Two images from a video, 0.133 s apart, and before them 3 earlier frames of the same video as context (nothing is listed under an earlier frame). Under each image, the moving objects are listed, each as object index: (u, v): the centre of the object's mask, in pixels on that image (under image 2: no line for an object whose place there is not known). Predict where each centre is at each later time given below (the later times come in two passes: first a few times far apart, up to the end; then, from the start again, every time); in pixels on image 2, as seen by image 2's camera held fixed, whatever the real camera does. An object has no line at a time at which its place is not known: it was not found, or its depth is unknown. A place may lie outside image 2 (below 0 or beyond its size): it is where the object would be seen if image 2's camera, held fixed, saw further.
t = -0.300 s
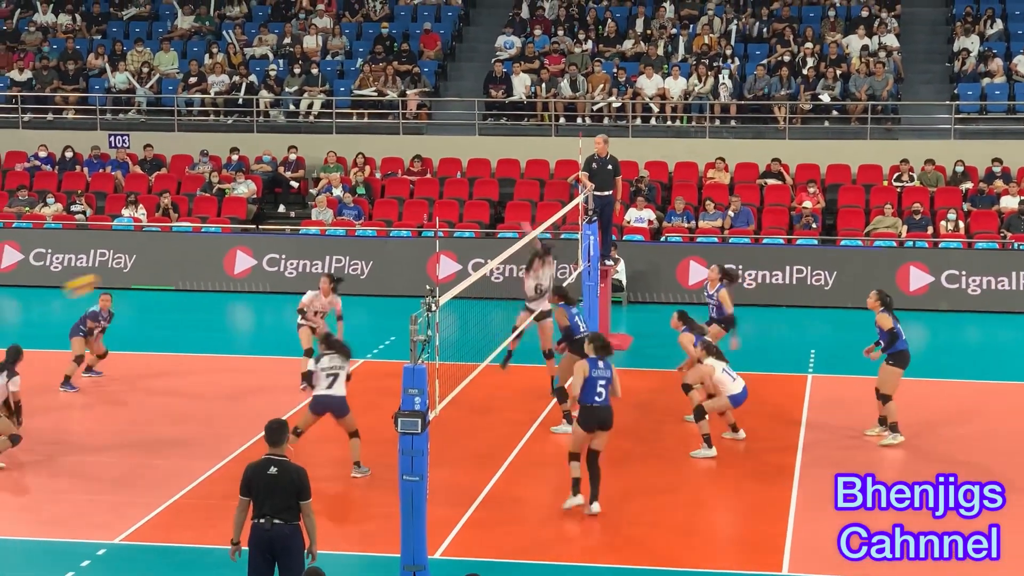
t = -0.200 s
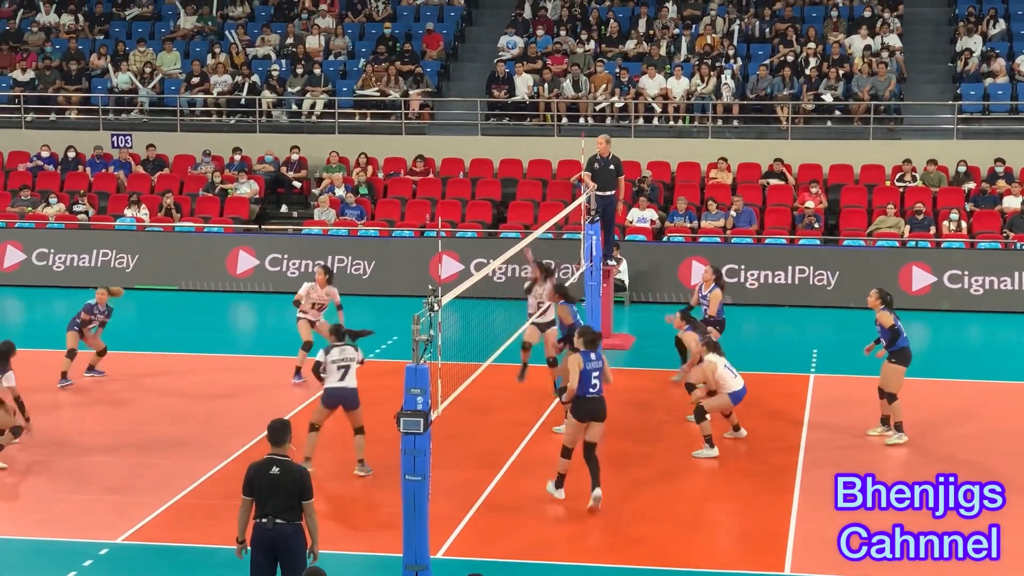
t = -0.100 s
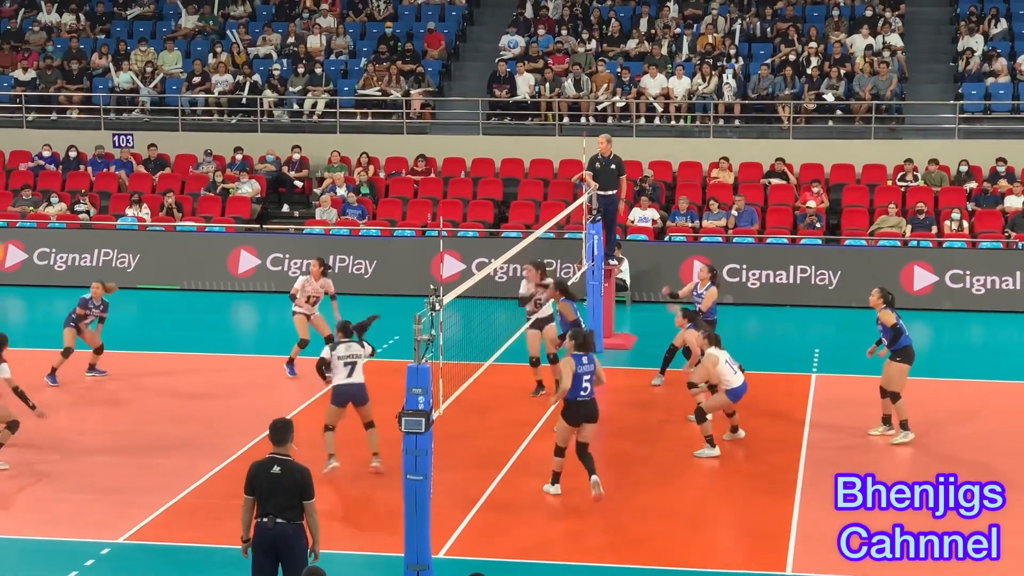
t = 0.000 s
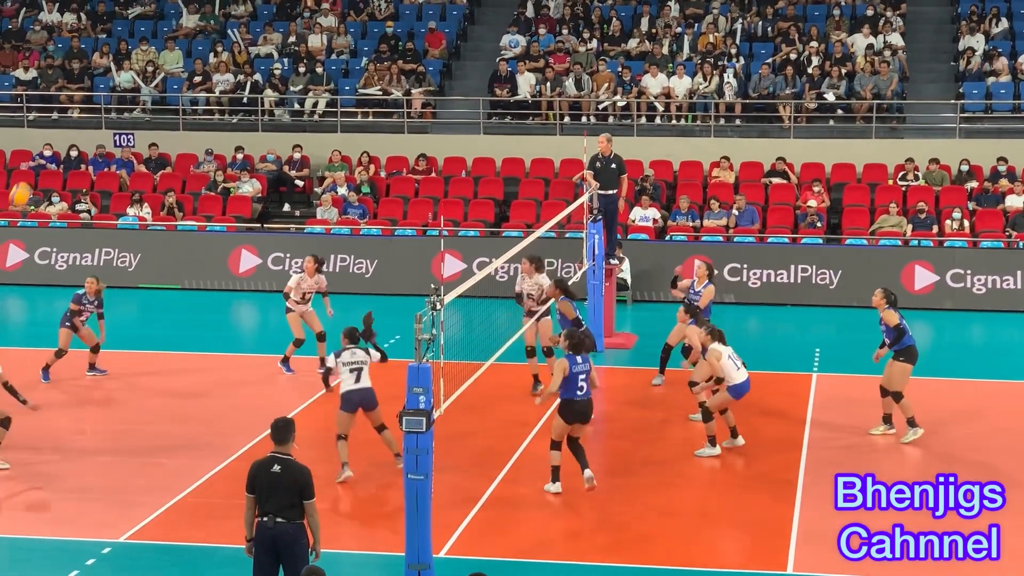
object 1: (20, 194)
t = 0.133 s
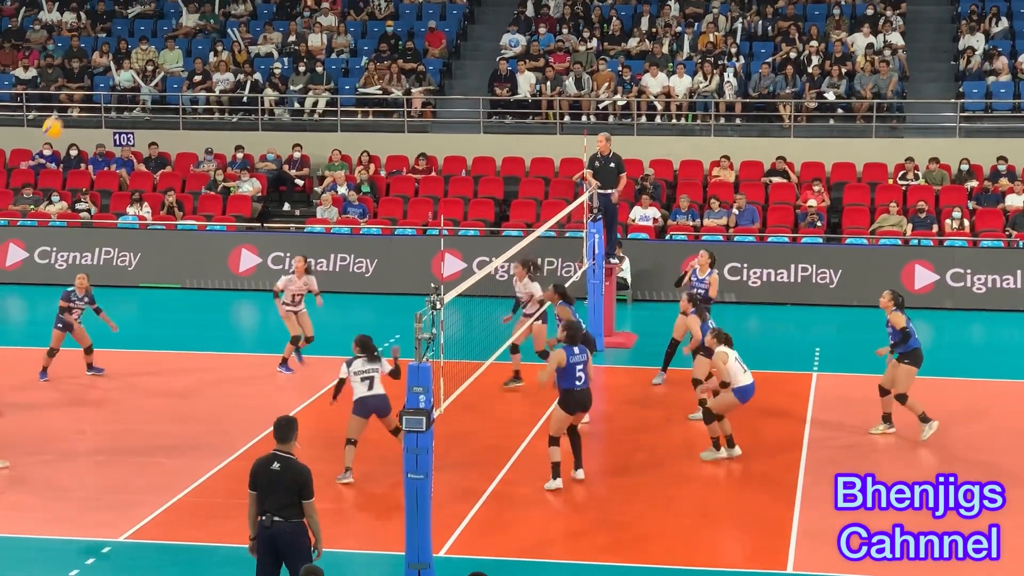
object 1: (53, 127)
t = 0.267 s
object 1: (85, 78)
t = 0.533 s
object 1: (151, 22)
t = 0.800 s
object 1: (219, 28)
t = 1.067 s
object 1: (290, 96)
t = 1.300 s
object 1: (353, 204)
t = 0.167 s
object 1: (60, 115)
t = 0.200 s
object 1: (69, 101)
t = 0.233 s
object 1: (77, 90)
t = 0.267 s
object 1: (85, 78)
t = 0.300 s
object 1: (93, 68)
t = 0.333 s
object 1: (101, 58)
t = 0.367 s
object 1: (110, 49)
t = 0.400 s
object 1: (118, 42)
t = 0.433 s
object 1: (126, 36)
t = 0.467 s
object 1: (135, 31)
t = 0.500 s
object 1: (143, 26)
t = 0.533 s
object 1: (151, 22)
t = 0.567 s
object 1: (160, 19)
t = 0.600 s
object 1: (168, 18)
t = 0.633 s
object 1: (177, 17)
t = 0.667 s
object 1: (185, 18)
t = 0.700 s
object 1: (194, 18)
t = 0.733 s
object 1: (203, 21)
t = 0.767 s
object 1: (211, 24)
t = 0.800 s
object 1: (219, 28)
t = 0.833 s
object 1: (227, 33)
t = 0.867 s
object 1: (237, 39)
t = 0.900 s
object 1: (244, 48)
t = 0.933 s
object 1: (254, 55)
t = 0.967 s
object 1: (263, 63)
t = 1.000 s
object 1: (272, 74)
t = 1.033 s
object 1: (280, 84)
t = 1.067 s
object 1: (290, 96)
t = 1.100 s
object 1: (298, 110)
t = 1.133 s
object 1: (307, 122)
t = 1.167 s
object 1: (316, 138)
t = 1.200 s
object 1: (325, 153)
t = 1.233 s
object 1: (334, 169)
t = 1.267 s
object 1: (343, 186)
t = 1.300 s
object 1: (353, 204)
